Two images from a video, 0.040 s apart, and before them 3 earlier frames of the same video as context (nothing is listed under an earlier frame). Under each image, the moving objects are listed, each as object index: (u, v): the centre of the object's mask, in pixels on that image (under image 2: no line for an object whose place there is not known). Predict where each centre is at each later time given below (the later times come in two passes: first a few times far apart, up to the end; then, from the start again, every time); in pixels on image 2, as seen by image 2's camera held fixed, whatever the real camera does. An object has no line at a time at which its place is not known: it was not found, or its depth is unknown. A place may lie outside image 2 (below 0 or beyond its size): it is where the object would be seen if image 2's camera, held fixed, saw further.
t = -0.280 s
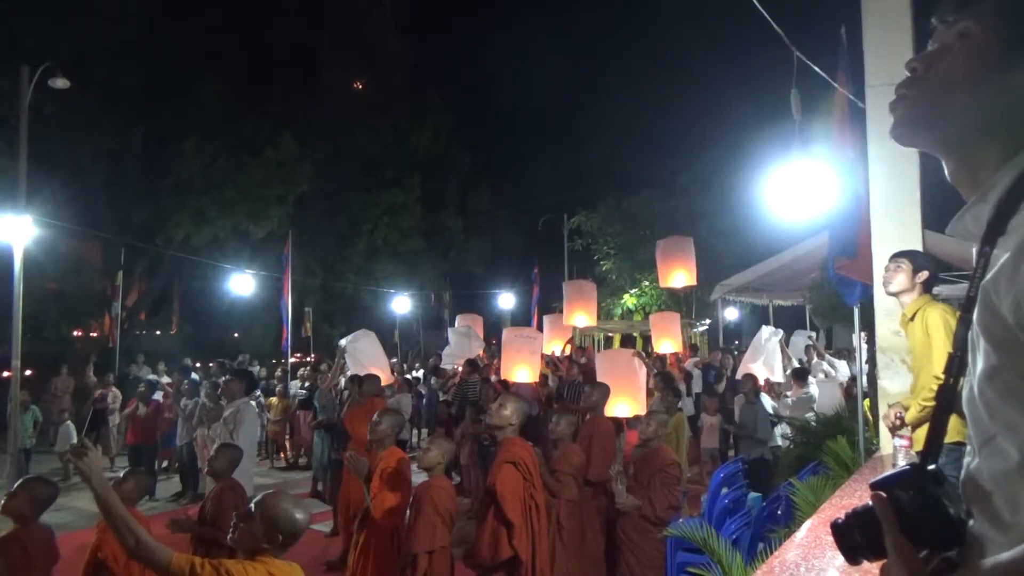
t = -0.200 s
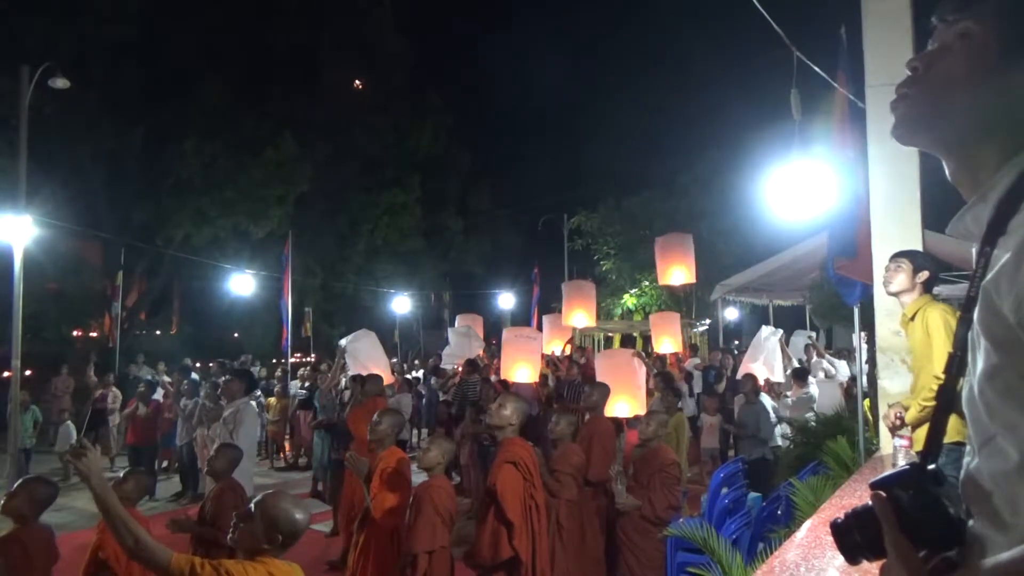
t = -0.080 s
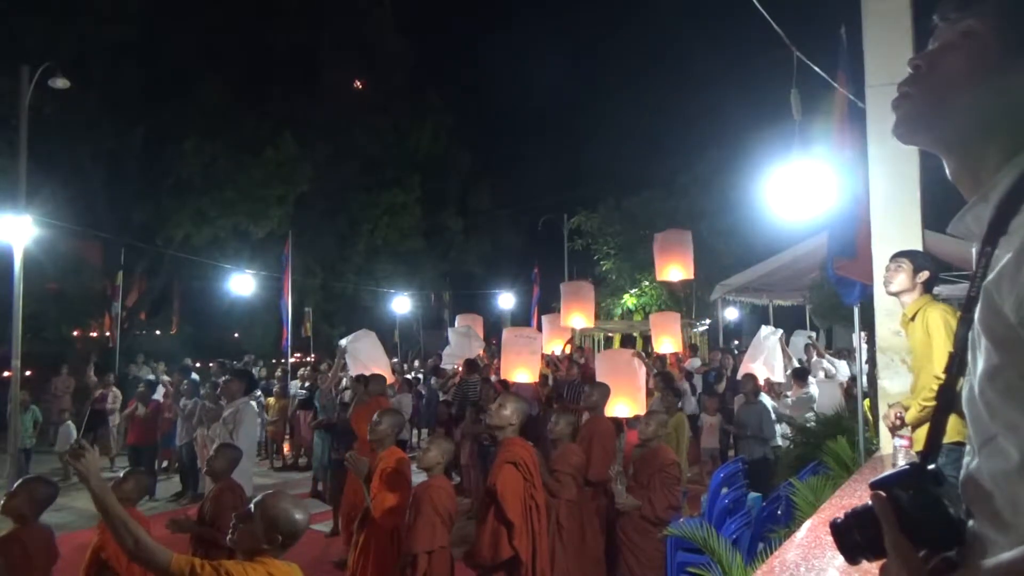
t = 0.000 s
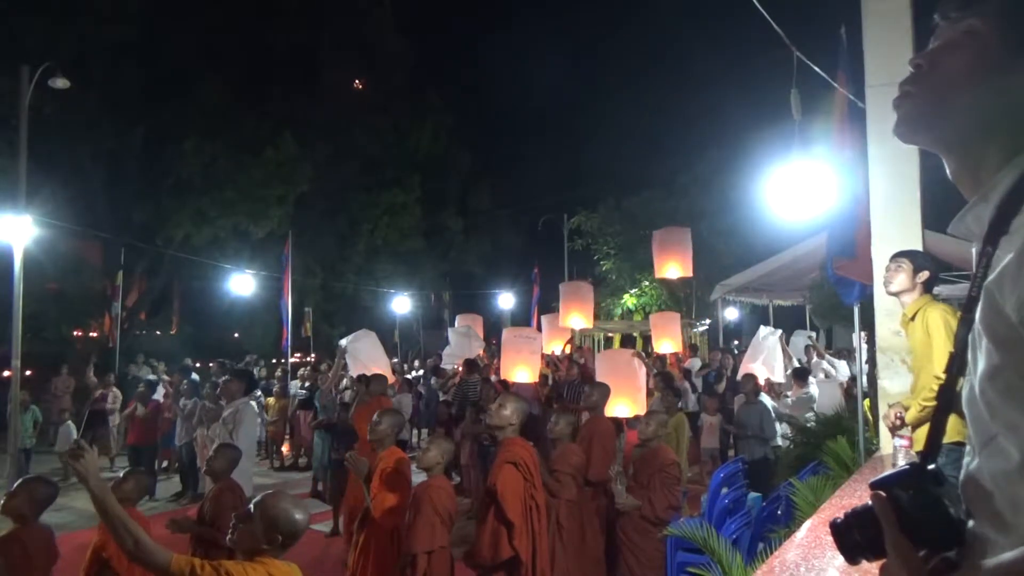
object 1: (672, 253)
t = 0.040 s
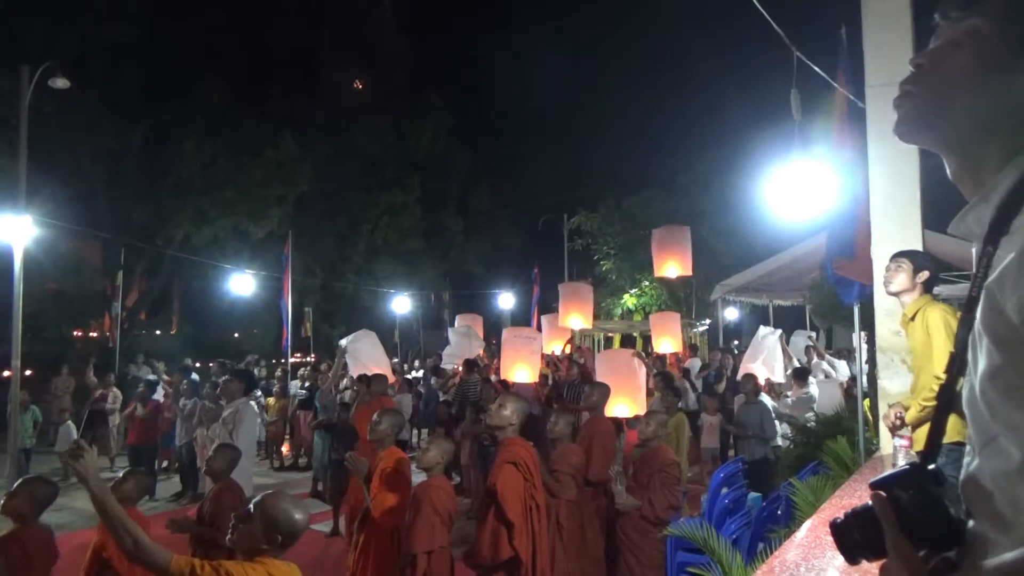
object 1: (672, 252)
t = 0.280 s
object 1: (668, 243)
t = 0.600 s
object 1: (661, 231)
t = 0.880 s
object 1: (654, 220)
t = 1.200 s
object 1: (644, 207)
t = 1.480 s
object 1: (634, 196)
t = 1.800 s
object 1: (621, 182)
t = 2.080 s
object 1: (608, 171)
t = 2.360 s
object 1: (593, 160)
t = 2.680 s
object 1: (575, 147)
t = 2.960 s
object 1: (558, 136)
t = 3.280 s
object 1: (537, 123)
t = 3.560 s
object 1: (518, 110)
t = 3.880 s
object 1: (495, 94)
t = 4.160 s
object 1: (474, 79)
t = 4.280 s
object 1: (465, 72)
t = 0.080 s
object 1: (671, 250)
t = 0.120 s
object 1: (671, 248)
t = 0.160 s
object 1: (670, 247)
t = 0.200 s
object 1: (669, 246)
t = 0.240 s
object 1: (669, 245)
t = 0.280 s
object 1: (668, 243)
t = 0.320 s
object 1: (667, 242)
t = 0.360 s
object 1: (666, 240)
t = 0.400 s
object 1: (666, 238)
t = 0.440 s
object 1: (665, 237)
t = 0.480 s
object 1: (664, 236)
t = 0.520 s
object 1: (663, 234)
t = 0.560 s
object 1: (662, 233)
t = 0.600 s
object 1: (661, 231)
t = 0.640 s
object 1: (660, 230)
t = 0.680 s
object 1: (659, 228)
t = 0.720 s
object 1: (659, 226)
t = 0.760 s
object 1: (657, 225)
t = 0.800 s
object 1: (656, 223)
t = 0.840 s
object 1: (655, 222)
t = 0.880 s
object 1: (654, 220)
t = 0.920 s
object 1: (653, 218)
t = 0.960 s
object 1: (652, 217)
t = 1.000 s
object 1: (651, 215)
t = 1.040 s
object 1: (650, 214)
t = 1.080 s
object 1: (648, 212)
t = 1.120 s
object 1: (647, 211)
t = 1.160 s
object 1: (646, 209)
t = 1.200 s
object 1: (644, 207)
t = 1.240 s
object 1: (643, 206)
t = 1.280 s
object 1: (642, 204)
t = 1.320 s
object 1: (640, 202)
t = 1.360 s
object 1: (639, 200)
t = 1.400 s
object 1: (637, 199)
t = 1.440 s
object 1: (636, 197)
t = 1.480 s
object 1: (634, 196)
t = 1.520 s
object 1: (633, 194)
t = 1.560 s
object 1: (631, 192)
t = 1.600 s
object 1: (630, 190)
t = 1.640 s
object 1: (628, 189)
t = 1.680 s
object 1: (626, 187)
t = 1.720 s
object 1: (625, 185)
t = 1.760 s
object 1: (623, 184)
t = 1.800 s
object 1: (621, 182)
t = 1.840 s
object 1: (619, 181)
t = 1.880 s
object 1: (618, 179)
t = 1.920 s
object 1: (616, 177)
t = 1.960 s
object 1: (614, 176)
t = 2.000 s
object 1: (612, 174)
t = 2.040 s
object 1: (610, 172)
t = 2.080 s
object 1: (608, 171)
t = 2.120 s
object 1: (606, 169)
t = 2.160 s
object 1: (604, 168)
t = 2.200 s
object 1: (602, 166)
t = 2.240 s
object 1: (600, 165)
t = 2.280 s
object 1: (598, 163)
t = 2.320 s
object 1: (596, 161)
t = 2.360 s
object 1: (593, 160)
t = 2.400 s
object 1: (591, 158)
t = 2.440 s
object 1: (589, 157)
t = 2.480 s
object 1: (587, 155)
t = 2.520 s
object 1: (585, 153)
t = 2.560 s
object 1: (582, 152)
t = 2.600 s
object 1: (580, 150)
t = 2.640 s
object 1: (578, 149)
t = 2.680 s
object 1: (575, 147)
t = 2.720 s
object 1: (573, 146)
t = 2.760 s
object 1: (571, 144)
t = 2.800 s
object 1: (568, 143)
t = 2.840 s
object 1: (566, 141)
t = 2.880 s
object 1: (563, 139)
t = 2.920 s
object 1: (561, 138)
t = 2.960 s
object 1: (558, 136)
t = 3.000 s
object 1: (556, 134)
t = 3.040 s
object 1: (553, 133)
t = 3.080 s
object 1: (551, 131)
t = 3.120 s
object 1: (548, 130)
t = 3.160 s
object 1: (545, 128)
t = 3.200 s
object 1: (543, 126)
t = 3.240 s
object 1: (540, 125)
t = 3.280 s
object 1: (537, 123)
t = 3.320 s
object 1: (535, 121)
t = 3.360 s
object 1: (532, 119)
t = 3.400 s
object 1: (530, 118)
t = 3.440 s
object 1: (527, 116)
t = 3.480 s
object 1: (524, 114)
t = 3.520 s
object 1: (521, 112)
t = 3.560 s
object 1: (518, 110)
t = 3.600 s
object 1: (515, 108)
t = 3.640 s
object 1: (513, 106)
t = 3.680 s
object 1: (510, 104)
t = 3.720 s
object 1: (507, 102)
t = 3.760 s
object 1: (504, 100)
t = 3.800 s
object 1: (501, 98)
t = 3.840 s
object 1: (498, 96)
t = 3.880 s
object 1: (495, 94)
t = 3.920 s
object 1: (492, 92)
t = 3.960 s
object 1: (489, 90)
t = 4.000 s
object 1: (487, 88)
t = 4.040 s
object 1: (483, 86)
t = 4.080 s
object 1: (480, 84)
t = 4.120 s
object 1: (477, 81)
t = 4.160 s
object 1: (474, 79)
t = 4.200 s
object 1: (471, 76)
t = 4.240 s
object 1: (468, 74)
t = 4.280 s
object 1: (465, 72)
